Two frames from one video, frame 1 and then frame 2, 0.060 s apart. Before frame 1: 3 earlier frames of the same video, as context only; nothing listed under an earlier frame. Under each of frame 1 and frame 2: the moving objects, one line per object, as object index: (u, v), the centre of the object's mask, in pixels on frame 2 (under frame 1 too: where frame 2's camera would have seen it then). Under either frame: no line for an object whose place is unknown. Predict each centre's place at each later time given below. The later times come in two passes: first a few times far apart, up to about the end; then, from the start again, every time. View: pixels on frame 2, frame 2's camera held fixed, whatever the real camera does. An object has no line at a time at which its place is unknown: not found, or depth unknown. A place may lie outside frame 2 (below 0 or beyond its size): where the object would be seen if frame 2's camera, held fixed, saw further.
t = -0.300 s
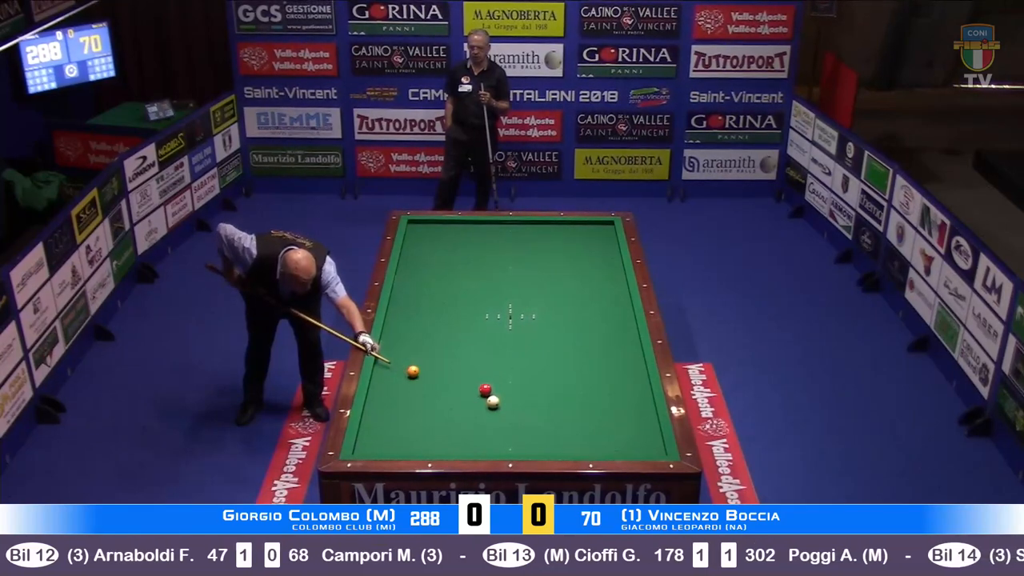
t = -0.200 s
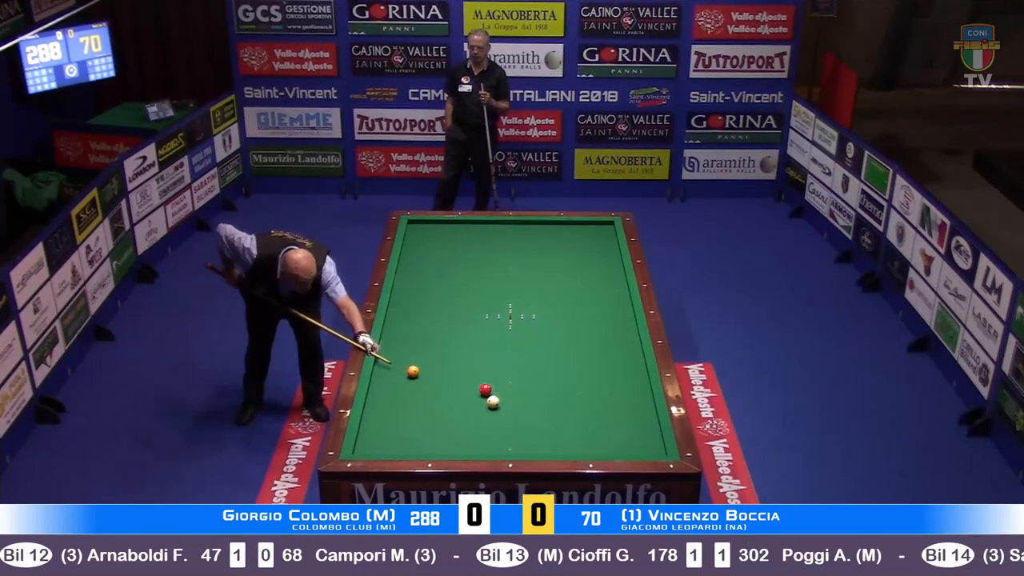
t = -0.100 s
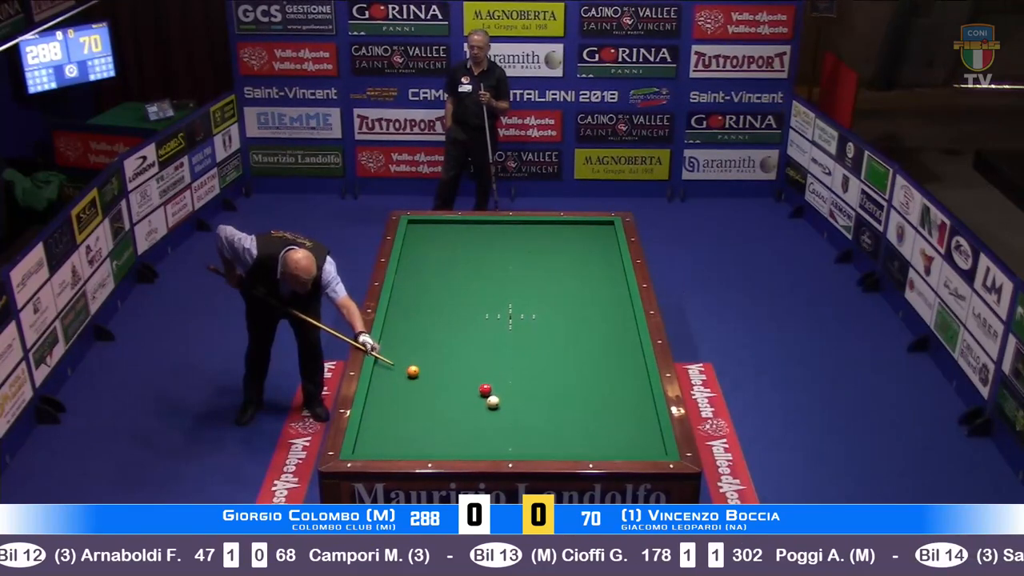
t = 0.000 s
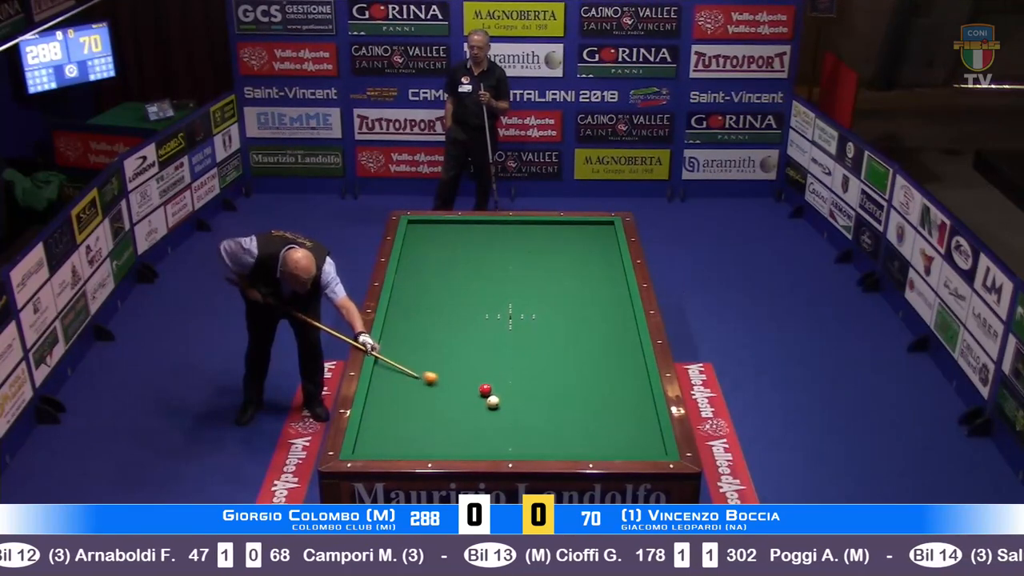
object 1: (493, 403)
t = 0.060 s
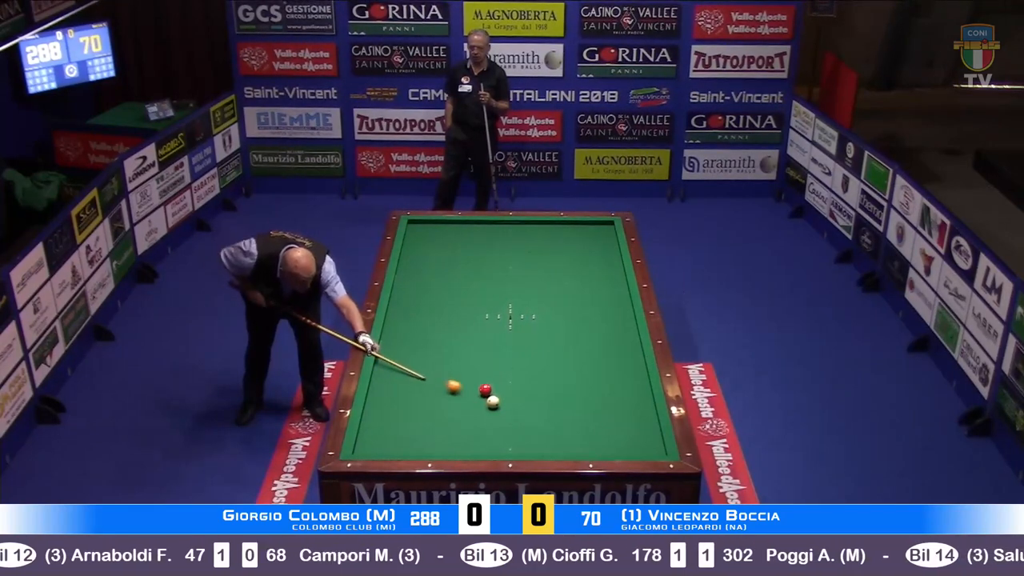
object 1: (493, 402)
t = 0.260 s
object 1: (538, 420)
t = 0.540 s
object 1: (630, 449)
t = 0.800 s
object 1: (631, 428)
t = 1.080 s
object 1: (591, 410)
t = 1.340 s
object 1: (558, 394)
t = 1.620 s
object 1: (523, 379)
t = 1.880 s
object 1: (494, 366)
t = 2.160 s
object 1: (464, 352)
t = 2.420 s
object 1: (438, 340)
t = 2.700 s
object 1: (414, 328)
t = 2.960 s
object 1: (390, 318)
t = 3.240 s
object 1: (408, 311)
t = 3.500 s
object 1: (420, 305)
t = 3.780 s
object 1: (431, 298)
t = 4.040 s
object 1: (442, 293)
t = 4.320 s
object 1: (454, 287)
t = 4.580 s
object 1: (464, 282)
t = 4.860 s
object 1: (474, 277)
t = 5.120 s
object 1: (483, 273)
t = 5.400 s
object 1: (492, 268)
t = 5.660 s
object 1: (500, 264)
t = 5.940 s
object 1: (508, 260)
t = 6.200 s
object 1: (515, 257)
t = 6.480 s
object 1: (523, 253)
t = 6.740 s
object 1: (529, 250)
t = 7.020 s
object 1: (536, 247)
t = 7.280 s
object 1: (541, 244)
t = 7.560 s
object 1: (547, 242)
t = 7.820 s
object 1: (552, 239)
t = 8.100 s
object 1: (557, 237)
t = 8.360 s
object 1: (562, 235)
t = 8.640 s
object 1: (566, 233)
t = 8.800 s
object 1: (568, 232)
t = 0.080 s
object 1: (493, 403)
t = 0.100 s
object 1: (493, 403)
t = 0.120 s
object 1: (493, 403)
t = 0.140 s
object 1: (494, 403)
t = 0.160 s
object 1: (501, 406)
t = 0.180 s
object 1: (508, 409)
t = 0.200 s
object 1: (515, 412)
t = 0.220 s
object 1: (523, 415)
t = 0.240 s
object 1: (530, 418)
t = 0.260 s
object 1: (538, 420)
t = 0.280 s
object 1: (545, 424)
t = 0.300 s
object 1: (552, 426)
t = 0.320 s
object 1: (559, 429)
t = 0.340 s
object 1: (566, 432)
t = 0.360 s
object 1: (573, 435)
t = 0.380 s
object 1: (580, 438)
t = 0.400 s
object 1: (587, 441)
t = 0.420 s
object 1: (594, 444)
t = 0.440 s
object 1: (601, 447)
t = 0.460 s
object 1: (607, 448)
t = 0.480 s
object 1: (614, 450)
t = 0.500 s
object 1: (620, 451)
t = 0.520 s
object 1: (625, 450)
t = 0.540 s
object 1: (630, 449)
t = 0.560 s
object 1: (634, 448)
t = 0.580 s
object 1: (638, 446)
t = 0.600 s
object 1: (642, 444)
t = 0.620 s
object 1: (646, 442)
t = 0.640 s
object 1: (651, 440)
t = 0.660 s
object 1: (655, 439)
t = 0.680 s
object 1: (655, 437)
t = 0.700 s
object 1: (651, 435)
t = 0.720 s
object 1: (647, 434)
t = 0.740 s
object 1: (643, 432)
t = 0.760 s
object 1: (638, 431)
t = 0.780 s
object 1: (635, 429)
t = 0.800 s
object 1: (631, 428)
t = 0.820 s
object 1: (628, 426)
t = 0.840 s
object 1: (625, 425)
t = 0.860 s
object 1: (621, 424)
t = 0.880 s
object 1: (619, 422)
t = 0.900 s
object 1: (616, 421)
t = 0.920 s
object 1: (613, 420)
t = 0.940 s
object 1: (610, 418)
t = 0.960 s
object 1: (608, 417)
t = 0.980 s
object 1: (605, 416)
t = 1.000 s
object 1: (602, 415)
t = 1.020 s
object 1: (599, 414)
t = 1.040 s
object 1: (596, 412)
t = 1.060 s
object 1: (594, 411)
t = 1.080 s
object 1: (591, 410)
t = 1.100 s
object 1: (588, 409)
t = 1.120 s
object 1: (586, 407)
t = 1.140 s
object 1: (583, 406)
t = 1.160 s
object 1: (581, 405)
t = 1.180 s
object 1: (578, 404)
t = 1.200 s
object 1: (575, 403)
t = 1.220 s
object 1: (572, 401)
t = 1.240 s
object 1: (570, 401)
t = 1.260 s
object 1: (567, 399)
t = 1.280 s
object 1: (565, 398)
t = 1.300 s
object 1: (563, 397)
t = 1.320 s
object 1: (560, 396)
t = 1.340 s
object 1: (558, 394)
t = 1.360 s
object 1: (555, 393)
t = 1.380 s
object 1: (553, 393)
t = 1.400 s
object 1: (550, 391)
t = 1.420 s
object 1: (547, 390)
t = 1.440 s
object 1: (545, 389)
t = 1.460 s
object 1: (543, 388)
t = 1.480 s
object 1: (540, 387)
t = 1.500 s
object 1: (538, 385)
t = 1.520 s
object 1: (535, 385)
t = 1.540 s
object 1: (533, 383)
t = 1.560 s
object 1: (531, 382)
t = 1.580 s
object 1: (528, 381)
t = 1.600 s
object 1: (526, 380)
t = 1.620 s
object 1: (523, 379)
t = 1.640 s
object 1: (521, 378)
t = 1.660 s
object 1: (519, 377)
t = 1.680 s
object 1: (517, 376)
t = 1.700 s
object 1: (514, 375)
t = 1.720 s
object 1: (512, 374)
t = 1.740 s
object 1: (510, 373)
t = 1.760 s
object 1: (507, 372)
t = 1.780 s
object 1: (505, 371)
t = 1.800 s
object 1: (503, 370)
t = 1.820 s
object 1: (501, 369)
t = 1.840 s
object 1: (499, 368)
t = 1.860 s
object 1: (496, 366)
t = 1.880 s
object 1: (494, 366)
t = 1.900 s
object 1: (492, 365)
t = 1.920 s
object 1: (490, 363)
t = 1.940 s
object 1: (488, 363)
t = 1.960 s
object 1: (486, 362)
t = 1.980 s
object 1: (483, 361)
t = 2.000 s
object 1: (481, 360)
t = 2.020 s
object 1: (479, 359)
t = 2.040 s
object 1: (477, 358)
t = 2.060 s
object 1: (475, 357)
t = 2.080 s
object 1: (473, 356)
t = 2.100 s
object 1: (471, 355)
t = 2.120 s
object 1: (468, 354)
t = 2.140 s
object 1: (467, 353)
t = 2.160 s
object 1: (464, 352)
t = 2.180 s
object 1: (462, 351)
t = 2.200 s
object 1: (460, 350)
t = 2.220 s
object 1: (459, 349)
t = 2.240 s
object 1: (456, 348)
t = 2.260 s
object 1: (454, 347)
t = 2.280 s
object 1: (452, 346)
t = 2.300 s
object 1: (450, 345)
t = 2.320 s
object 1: (448, 345)
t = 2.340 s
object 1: (446, 344)
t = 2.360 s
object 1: (444, 343)
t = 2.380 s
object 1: (442, 342)
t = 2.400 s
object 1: (441, 341)
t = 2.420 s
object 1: (438, 340)
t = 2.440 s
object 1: (437, 339)
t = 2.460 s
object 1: (434, 338)
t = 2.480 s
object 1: (433, 337)
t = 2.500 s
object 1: (431, 337)
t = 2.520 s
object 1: (430, 336)
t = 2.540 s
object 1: (428, 335)
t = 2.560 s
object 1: (426, 334)
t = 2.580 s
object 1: (425, 333)
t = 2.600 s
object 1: (423, 332)
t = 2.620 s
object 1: (421, 332)
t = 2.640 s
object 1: (420, 331)
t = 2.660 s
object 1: (417, 330)
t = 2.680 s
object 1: (415, 329)
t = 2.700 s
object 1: (414, 328)
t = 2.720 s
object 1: (412, 327)
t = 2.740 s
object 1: (410, 327)
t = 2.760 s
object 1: (408, 326)
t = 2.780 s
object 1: (406, 325)
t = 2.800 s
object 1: (404, 324)
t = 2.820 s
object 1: (403, 323)
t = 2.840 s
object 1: (401, 322)
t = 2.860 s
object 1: (400, 322)
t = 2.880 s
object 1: (397, 321)
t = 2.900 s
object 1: (395, 320)
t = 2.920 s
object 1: (394, 319)
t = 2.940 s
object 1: (392, 318)
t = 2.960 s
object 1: (390, 318)
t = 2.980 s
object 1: (391, 317)
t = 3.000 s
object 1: (393, 317)
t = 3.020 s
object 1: (395, 316)
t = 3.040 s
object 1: (396, 316)
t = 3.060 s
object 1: (397, 315)
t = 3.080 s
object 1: (398, 315)
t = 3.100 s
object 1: (399, 314)
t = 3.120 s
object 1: (401, 314)
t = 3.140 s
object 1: (402, 313)
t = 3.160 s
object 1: (403, 313)
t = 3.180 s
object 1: (404, 312)
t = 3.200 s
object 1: (405, 312)
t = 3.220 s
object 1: (407, 311)
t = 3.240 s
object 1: (408, 311)
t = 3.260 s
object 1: (408, 310)
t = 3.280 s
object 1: (409, 310)
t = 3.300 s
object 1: (409, 309)
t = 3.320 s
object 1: (411, 309)
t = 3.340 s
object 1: (412, 308)
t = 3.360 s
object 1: (413, 308)
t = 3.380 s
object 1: (414, 307)
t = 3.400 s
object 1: (415, 307)
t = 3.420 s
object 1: (416, 307)
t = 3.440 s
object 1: (418, 306)
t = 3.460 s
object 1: (419, 306)
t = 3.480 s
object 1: (419, 305)
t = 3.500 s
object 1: (420, 305)
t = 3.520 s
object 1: (421, 304)
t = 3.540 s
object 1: (422, 304)
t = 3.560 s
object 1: (422, 303)
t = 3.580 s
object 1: (423, 303)
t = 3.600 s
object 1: (423, 302)
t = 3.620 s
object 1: (424, 302)
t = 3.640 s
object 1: (425, 301)
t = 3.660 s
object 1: (425, 301)
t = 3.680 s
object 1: (426, 300)
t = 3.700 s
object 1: (427, 300)
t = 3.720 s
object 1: (428, 300)
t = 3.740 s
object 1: (429, 299)
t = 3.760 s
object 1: (430, 299)
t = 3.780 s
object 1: (431, 298)
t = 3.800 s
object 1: (432, 298)
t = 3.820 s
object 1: (433, 297)
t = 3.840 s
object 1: (434, 297)
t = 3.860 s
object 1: (434, 296)
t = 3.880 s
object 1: (435, 296)
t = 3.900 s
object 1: (436, 296)
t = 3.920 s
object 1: (437, 295)
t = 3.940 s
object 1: (438, 295)
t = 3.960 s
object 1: (439, 294)
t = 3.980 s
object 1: (440, 294)
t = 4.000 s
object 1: (440, 293)
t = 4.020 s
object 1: (441, 293)
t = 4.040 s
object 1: (442, 293)
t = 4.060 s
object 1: (443, 292)
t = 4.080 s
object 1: (444, 292)
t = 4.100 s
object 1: (444, 291)
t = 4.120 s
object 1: (445, 291)
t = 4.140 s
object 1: (446, 291)
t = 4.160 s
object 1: (447, 290)
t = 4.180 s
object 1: (448, 290)
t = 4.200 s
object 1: (449, 289)
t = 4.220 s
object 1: (450, 289)
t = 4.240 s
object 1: (451, 289)
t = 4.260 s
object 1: (452, 288)
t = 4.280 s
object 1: (452, 288)
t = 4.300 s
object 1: (453, 287)
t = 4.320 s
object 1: (454, 287)
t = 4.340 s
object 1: (454, 287)
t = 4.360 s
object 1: (455, 286)
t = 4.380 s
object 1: (456, 286)
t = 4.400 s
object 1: (457, 285)
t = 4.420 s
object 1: (457, 285)
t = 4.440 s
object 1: (458, 285)
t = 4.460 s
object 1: (459, 284)
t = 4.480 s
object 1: (460, 284)
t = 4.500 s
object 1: (461, 283)
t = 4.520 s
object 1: (461, 283)
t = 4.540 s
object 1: (462, 283)
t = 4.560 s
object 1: (463, 282)
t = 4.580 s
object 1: (464, 282)
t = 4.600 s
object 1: (465, 282)
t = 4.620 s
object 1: (465, 281)
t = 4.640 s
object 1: (466, 281)
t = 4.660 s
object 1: (467, 281)
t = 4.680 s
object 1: (468, 280)
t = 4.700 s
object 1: (468, 280)
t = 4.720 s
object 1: (469, 279)
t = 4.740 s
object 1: (470, 279)
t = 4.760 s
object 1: (470, 279)
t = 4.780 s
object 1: (471, 278)
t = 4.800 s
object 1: (472, 278)
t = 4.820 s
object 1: (473, 278)
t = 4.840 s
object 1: (473, 277)
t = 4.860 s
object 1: (474, 277)
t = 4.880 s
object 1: (475, 277)
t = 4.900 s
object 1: (475, 276)
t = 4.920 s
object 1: (476, 276)
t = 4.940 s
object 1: (477, 276)
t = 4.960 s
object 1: (477, 275)
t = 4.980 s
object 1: (478, 275)
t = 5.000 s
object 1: (479, 275)
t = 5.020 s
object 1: (480, 274)
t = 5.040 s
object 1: (480, 274)
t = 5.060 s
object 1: (481, 274)
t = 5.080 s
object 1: (481, 274)
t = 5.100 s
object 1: (482, 273)
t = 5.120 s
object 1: (483, 273)
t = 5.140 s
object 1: (483, 272)
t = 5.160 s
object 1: (484, 272)
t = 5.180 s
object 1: (485, 271)
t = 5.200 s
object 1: (485, 271)
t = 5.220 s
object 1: (486, 271)
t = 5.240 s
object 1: (487, 271)
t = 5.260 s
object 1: (488, 270)
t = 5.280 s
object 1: (488, 270)
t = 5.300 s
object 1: (489, 270)
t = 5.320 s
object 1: (489, 269)
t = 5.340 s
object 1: (490, 269)
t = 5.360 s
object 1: (491, 269)
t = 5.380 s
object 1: (491, 268)
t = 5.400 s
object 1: (492, 268)
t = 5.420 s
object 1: (492, 268)
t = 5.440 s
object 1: (493, 267)
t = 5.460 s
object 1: (494, 267)
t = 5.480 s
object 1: (494, 267)
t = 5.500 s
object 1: (495, 267)
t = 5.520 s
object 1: (496, 266)
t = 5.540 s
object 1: (496, 266)
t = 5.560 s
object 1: (497, 266)
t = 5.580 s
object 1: (497, 265)
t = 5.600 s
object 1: (498, 265)
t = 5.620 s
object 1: (499, 265)
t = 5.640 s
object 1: (499, 265)
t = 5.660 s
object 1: (500, 264)
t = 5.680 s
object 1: (501, 264)
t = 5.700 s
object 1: (501, 264)
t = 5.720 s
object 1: (502, 263)
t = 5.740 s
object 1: (502, 263)
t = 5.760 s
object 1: (503, 263)
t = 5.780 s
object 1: (504, 262)
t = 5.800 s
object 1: (504, 262)
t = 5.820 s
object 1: (505, 262)
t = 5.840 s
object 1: (505, 261)
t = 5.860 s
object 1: (506, 261)
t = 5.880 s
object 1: (506, 261)
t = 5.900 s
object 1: (507, 261)
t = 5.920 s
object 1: (507, 261)
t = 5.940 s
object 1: (508, 260)
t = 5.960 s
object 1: (509, 260)
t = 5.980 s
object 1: (509, 260)
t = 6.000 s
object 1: (510, 259)
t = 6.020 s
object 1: (510, 259)
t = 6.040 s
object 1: (511, 259)
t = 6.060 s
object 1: (511, 259)
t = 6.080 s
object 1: (512, 258)
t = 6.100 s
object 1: (513, 258)
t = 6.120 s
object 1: (513, 258)
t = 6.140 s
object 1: (514, 257)
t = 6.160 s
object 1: (514, 257)
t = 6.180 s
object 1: (515, 257)
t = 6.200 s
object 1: (515, 257)
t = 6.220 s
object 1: (516, 256)
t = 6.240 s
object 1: (517, 256)
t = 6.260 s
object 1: (517, 256)
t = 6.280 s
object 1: (517, 256)
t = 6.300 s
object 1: (518, 256)
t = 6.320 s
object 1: (518, 255)
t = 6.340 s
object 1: (519, 255)
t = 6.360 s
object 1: (520, 255)
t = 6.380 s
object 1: (520, 254)
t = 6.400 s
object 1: (521, 254)
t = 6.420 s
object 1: (521, 254)
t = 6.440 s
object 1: (522, 254)
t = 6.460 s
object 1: (522, 253)
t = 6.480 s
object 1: (523, 253)
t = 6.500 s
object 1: (523, 253)
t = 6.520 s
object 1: (524, 253)
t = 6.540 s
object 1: (524, 252)
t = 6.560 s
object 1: (525, 252)
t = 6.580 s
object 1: (525, 252)
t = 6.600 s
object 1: (526, 252)
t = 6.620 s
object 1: (526, 252)
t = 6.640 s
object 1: (527, 251)
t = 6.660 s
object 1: (527, 251)
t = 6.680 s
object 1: (528, 251)
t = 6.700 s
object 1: (528, 251)
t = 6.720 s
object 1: (529, 250)
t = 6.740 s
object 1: (529, 250)
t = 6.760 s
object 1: (530, 250)
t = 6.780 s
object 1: (530, 250)
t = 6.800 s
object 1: (531, 249)
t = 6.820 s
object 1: (531, 249)
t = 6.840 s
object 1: (531, 249)
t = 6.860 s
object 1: (532, 249)
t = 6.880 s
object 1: (532, 249)
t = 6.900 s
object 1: (533, 248)
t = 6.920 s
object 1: (533, 248)
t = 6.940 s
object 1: (534, 248)
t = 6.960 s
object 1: (534, 248)
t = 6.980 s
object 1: (535, 248)
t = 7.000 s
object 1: (535, 247)
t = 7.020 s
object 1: (536, 247)
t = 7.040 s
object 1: (536, 247)
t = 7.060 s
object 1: (536, 247)
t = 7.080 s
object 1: (537, 246)
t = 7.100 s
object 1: (537, 246)
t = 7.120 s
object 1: (538, 246)
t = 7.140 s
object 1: (538, 246)
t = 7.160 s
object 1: (539, 245)
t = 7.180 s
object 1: (539, 245)
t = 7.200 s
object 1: (539, 245)
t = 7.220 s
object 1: (540, 245)
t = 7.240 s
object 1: (541, 245)
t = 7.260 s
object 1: (541, 244)
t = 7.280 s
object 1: (541, 244)
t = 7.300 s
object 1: (542, 244)
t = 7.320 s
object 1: (542, 244)
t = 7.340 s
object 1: (542, 244)
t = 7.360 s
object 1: (543, 244)
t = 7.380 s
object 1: (543, 243)
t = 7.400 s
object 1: (544, 243)
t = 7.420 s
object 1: (544, 243)
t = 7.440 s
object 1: (544, 243)
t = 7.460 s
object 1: (545, 243)
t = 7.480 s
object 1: (545, 242)
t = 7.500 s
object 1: (546, 242)
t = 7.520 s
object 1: (546, 242)
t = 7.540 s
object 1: (547, 242)
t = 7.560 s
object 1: (547, 242)
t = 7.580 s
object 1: (547, 241)
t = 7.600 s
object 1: (548, 241)
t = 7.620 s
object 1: (548, 241)
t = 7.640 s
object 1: (548, 241)
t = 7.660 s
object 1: (549, 241)
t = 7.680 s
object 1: (549, 240)
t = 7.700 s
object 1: (550, 240)
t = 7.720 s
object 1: (550, 240)
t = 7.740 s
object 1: (550, 240)
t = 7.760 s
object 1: (551, 240)
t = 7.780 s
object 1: (551, 240)
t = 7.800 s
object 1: (552, 239)
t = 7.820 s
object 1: (552, 239)
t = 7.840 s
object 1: (552, 239)
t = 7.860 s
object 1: (553, 239)
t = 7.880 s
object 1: (553, 239)
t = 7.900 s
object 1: (553, 239)
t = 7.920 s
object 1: (554, 238)
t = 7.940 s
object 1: (554, 238)
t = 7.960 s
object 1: (555, 238)
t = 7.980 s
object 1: (555, 238)
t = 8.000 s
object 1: (555, 238)
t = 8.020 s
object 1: (556, 237)
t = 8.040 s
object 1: (556, 237)
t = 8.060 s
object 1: (556, 237)
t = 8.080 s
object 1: (557, 237)
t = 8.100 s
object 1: (557, 237)
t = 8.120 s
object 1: (557, 237)
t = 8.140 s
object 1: (558, 237)
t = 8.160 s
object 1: (558, 236)
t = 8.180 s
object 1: (558, 236)
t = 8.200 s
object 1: (559, 236)
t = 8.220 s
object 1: (559, 236)
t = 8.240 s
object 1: (559, 236)
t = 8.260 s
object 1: (560, 235)
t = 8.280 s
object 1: (560, 236)
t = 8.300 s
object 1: (561, 235)
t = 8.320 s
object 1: (561, 235)
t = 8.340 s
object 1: (561, 235)
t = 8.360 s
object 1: (562, 235)
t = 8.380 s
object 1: (562, 234)
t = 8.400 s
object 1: (562, 234)
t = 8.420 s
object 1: (562, 234)
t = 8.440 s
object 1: (563, 234)
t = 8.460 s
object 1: (563, 234)
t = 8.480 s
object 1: (563, 234)
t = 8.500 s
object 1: (564, 234)
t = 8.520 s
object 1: (564, 234)
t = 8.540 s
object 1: (564, 233)
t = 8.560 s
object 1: (565, 233)
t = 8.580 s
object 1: (565, 233)
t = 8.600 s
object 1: (565, 233)
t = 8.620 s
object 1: (566, 233)
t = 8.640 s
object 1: (566, 233)
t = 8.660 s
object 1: (566, 232)
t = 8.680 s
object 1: (567, 232)
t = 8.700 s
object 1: (567, 232)
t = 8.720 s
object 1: (568, 232)
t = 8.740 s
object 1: (568, 232)
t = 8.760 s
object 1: (568, 232)
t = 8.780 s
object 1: (569, 232)
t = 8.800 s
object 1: (568, 232)
